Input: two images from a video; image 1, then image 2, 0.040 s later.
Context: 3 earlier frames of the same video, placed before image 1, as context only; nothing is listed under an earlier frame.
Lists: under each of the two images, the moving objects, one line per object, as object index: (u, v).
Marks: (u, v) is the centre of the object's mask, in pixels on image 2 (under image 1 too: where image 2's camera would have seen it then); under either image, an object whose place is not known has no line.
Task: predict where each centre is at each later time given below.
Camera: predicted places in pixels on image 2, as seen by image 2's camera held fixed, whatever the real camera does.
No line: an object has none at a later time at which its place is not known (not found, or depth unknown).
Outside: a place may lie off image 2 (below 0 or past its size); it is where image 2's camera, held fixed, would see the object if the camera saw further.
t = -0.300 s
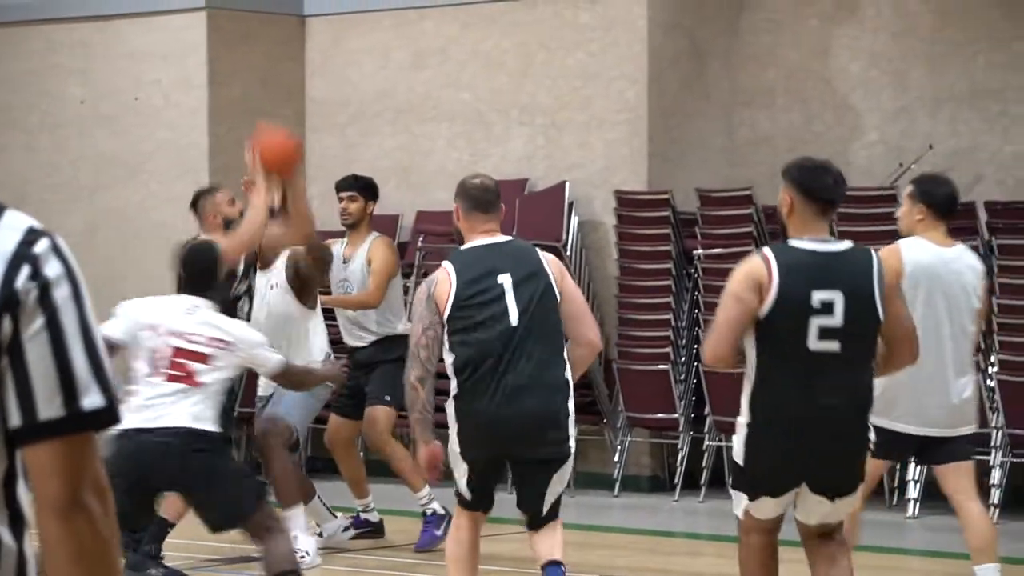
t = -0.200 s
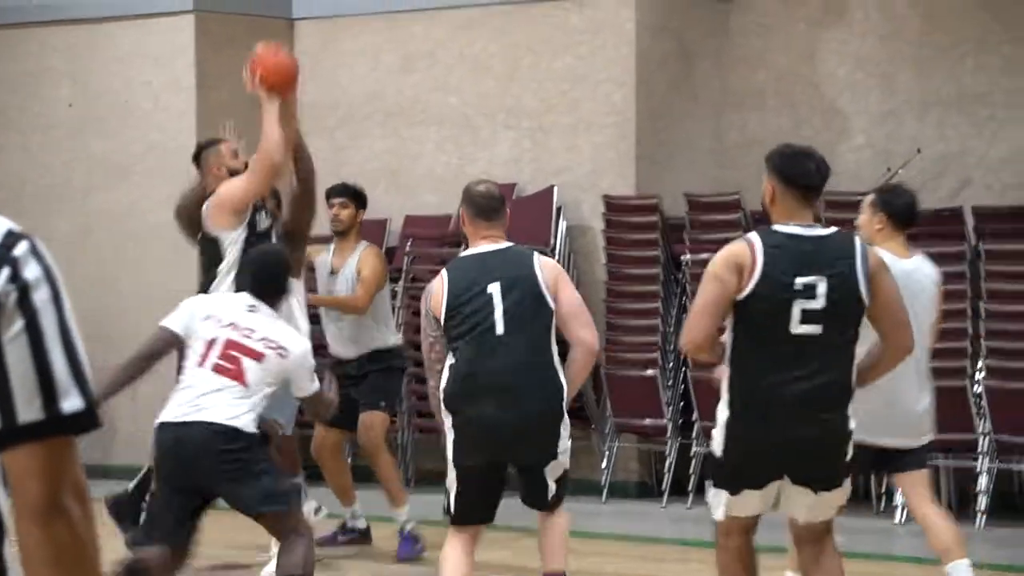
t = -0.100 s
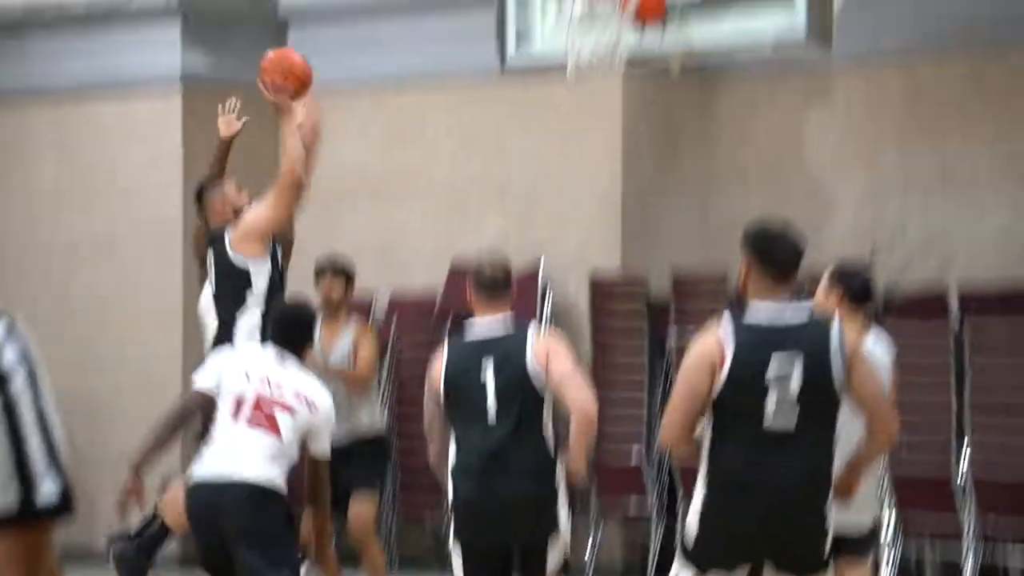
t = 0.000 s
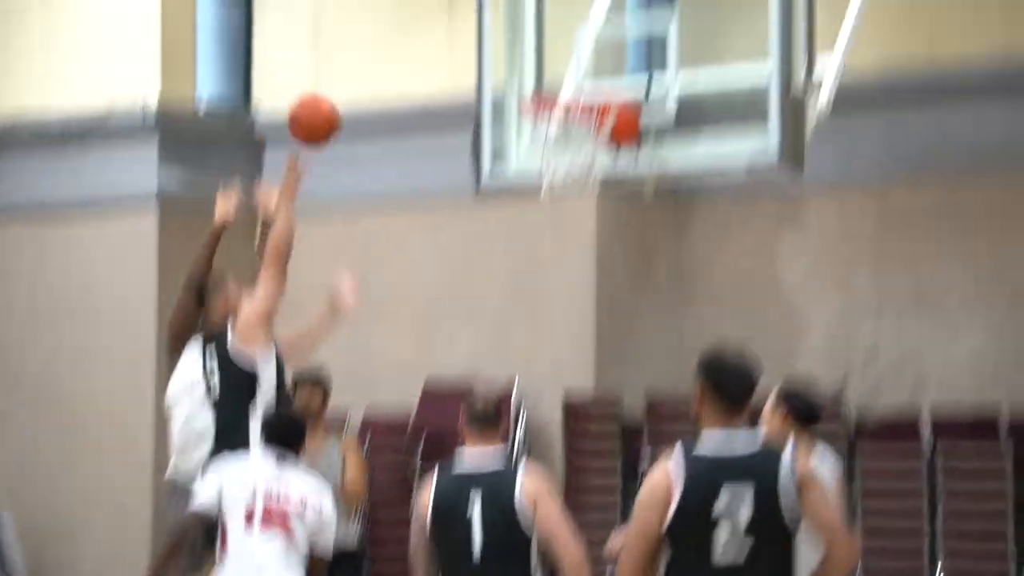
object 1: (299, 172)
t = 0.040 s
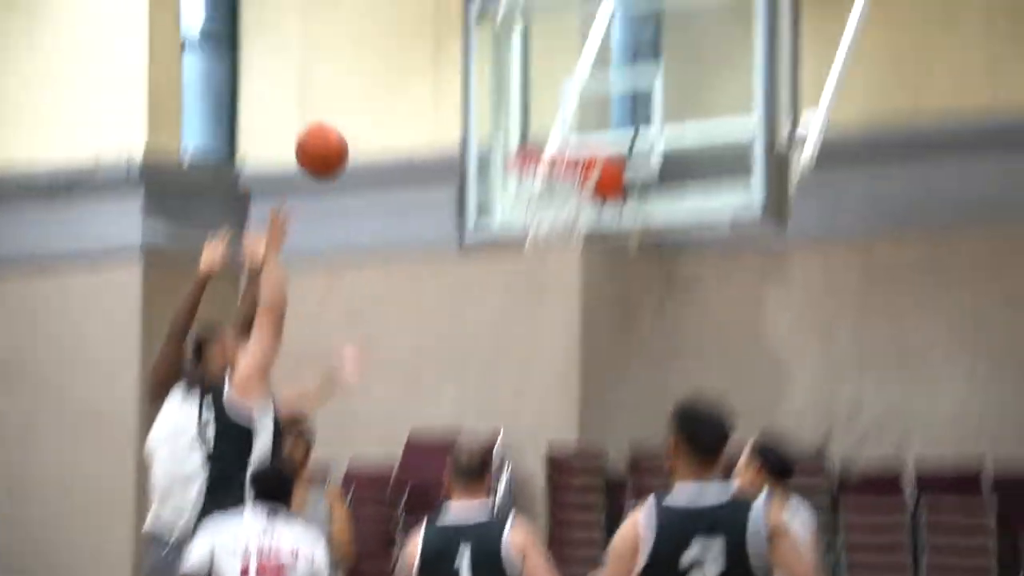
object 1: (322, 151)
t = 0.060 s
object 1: (332, 140)
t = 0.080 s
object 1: (343, 129)
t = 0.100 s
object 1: (354, 119)
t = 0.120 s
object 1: (365, 112)
